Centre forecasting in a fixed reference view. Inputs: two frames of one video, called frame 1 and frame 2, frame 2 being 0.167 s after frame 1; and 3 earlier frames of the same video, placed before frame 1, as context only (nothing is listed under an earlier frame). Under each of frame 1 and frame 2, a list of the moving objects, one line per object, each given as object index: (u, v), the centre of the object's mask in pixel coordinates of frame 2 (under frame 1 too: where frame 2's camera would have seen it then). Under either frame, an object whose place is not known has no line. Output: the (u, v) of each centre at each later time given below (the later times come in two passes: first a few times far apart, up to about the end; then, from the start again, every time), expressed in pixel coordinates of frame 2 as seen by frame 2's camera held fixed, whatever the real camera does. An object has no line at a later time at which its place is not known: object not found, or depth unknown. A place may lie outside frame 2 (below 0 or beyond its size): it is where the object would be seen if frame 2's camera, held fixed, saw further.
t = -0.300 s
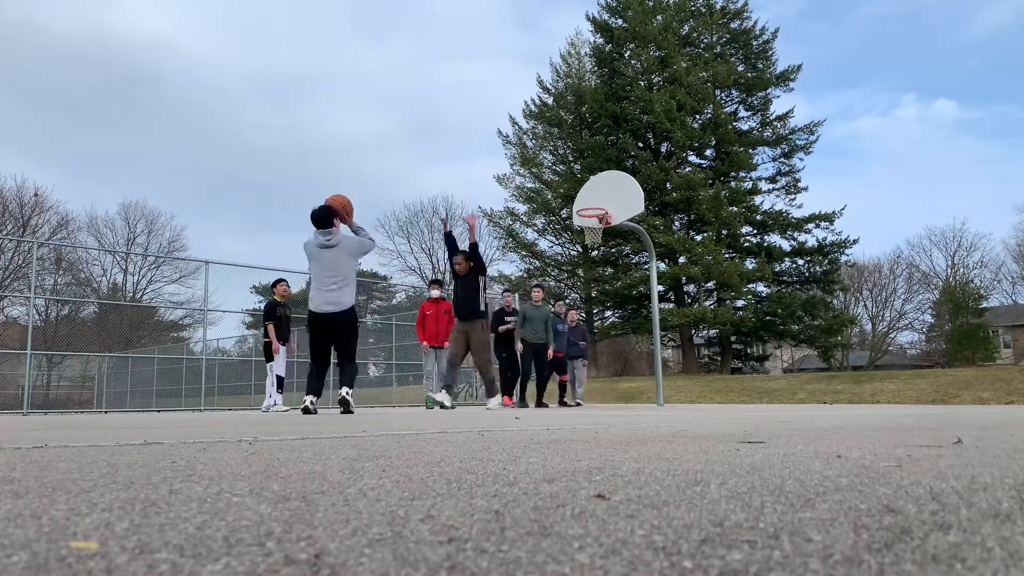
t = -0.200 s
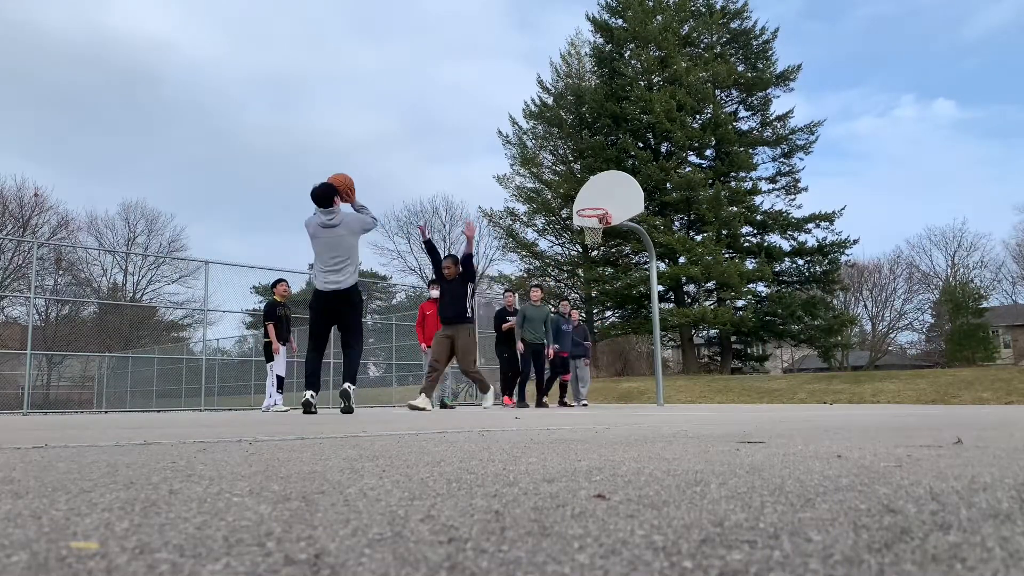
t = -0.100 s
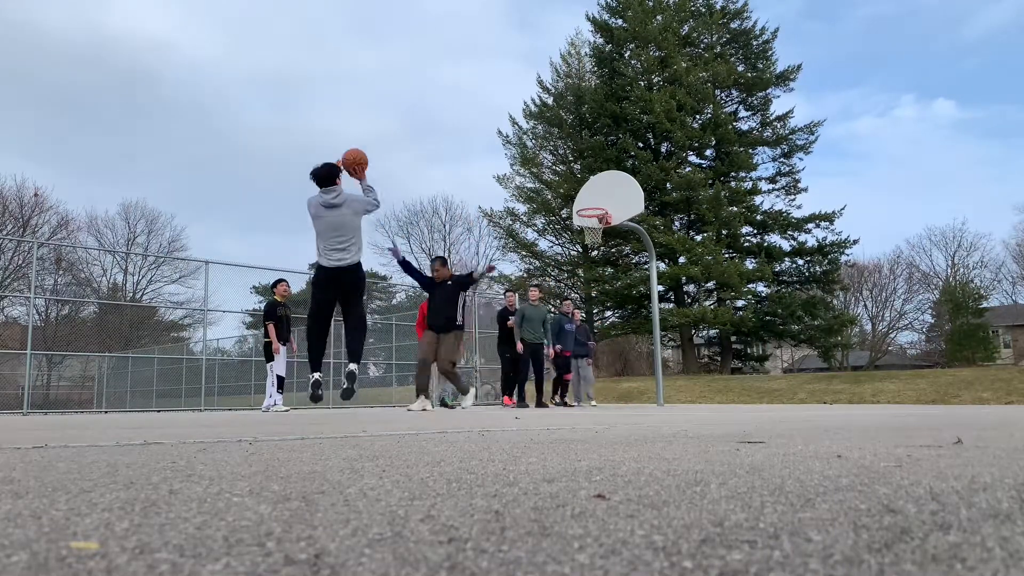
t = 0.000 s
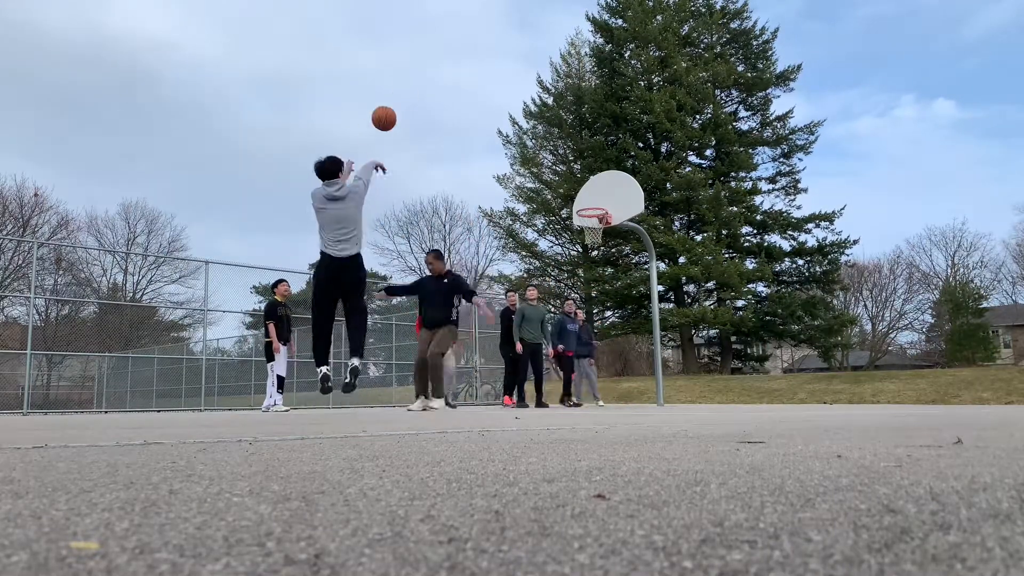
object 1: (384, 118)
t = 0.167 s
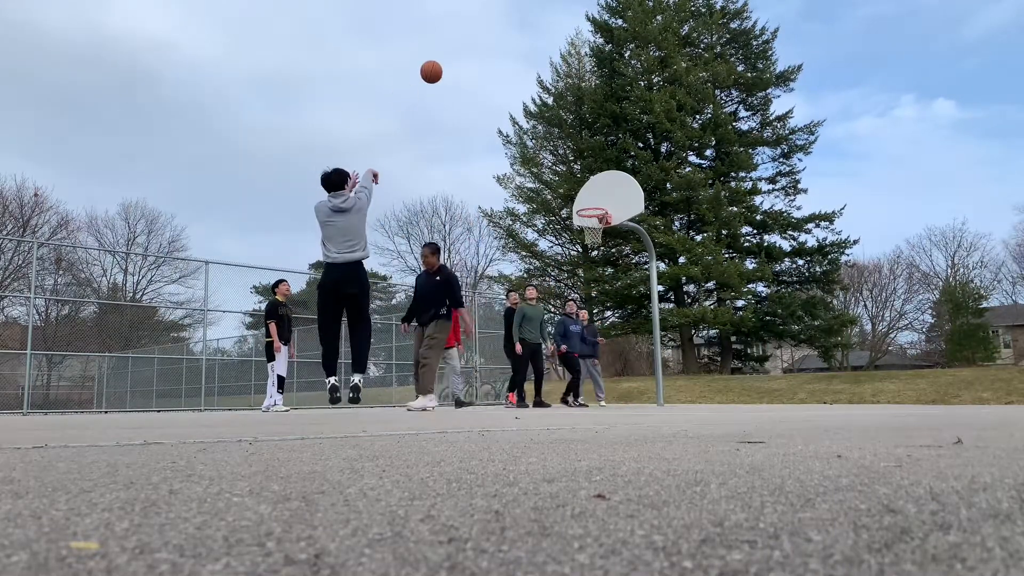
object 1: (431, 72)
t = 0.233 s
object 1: (447, 62)
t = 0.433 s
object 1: (490, 57)
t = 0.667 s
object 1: (530, 87)
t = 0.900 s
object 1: (564, 145)
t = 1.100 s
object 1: (584, 198)
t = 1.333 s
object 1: (590, 175)
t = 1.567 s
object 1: (597, 185)
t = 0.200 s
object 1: (439, 66)
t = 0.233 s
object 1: (447, 62)
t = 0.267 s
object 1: (455, 59)
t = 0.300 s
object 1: (463, 57)
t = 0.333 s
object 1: (470, 56)
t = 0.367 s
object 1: (477, 55)
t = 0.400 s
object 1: (483, 56)
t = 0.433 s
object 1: (490, 57)
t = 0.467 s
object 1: (496, 59)
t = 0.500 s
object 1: (502, 62)
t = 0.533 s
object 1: (508, 66)
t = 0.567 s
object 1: (514, 70)
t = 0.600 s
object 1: (519, 75)
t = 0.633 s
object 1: (525, 81)
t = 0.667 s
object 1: (530, 87)
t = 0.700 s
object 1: (535, 93)
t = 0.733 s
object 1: (539, 101)
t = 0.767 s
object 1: (546, 109)
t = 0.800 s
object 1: (550, 117)
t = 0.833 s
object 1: (555, 127)
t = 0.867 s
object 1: (559, 135)
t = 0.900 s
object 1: (564, 145)
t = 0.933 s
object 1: (569, 155)
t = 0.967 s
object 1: (573, 166)
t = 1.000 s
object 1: (577, 179)
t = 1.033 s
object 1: (580, 190)
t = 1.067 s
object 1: (584, 202)
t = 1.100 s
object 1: (584, 198)
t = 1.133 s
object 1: (585, 193)
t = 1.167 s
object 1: (586, 188)
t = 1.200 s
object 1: (587, 184)
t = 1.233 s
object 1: (587, 181)
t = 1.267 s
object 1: (588, 178)
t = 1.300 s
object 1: (589, 177)
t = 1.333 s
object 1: (590, 175)
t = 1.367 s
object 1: (590, 175)
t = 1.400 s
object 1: (591, 175)
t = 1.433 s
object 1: (592, 176)
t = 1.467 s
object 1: (594, 177)
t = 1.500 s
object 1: (595, 179)
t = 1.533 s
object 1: (596, 182)
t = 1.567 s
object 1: (597, 185)
